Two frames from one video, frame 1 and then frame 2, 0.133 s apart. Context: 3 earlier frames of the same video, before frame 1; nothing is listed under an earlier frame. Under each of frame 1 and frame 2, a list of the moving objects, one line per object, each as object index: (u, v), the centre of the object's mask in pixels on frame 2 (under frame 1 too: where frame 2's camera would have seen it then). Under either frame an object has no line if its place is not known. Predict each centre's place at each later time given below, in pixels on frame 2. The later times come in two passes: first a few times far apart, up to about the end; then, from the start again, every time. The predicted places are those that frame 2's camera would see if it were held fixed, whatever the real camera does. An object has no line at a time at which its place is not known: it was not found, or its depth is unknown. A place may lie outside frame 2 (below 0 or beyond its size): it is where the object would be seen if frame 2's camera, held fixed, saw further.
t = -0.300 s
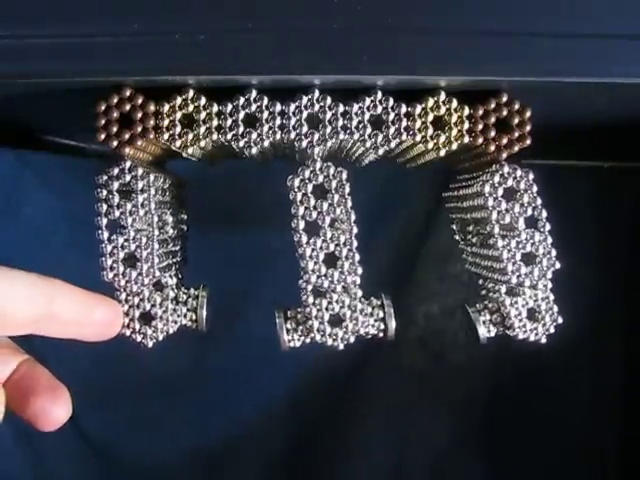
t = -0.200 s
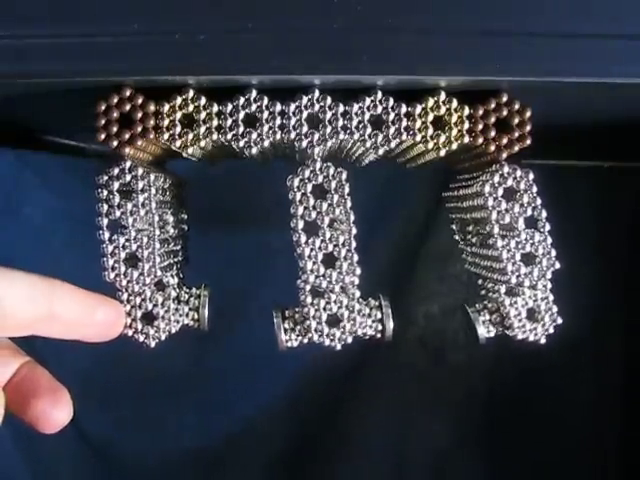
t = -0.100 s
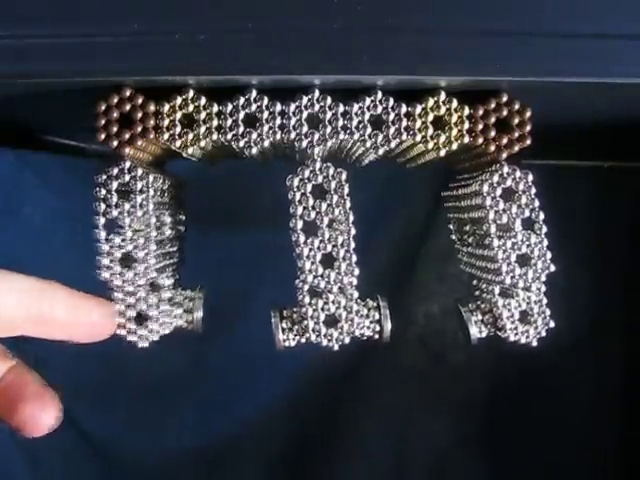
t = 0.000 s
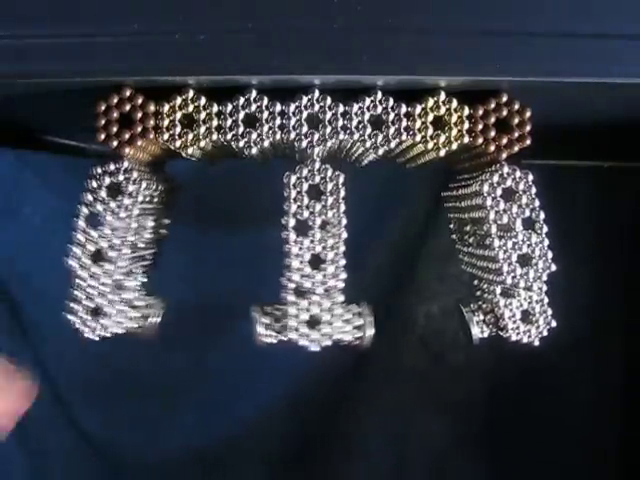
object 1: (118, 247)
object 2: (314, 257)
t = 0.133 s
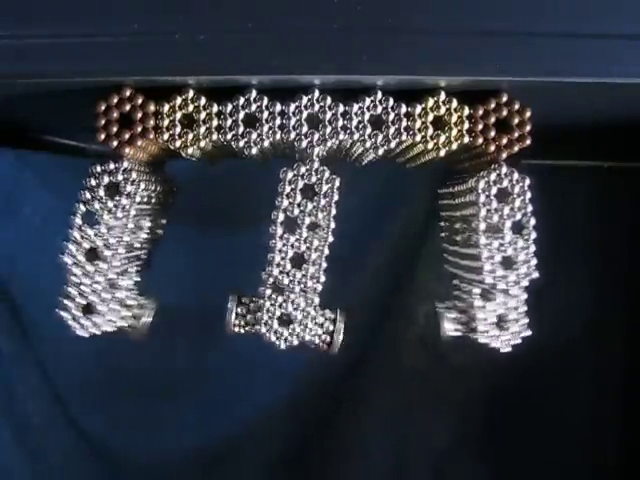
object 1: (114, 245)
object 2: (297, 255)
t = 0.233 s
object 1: (126, 247)
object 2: (307, 257)
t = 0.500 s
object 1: (130, 248)
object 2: (319, 256)
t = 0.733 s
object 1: (108, 242)
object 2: (305, 257)
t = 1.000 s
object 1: (129, 249)
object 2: (325, 256)
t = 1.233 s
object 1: (120, 246)
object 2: (298, 256)
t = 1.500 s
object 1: (132, 248)
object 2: (326, 256)
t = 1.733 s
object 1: (108, 243)
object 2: (304, 256)
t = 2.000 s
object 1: (130, 249)
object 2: (325, 256)
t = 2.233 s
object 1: (123, 246)
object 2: (305, 257)
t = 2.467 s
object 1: (120, 247)
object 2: (313, 258)
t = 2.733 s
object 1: (120, 247)
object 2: (315, 257)
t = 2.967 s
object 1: (125, 247)
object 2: (306, 258)
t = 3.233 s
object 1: (130, 248)
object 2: (318, 256)
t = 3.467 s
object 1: (111, 243)
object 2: (301, 257)
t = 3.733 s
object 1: (129, 249)
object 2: (325, 256)
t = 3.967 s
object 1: (119, 245)
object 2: (297, 256)
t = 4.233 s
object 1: (133, 248)
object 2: (325, 256)
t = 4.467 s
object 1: (111, 243)
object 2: (301, 256)
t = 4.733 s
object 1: (129, 248)
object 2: (325, 256)
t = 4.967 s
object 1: (122, 247)
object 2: (304, 256)
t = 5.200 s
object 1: (124, 247)
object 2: (312, 257)
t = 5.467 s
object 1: (121, 248)
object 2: (311, 256)
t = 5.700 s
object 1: (123, 246)
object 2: (305, 257)
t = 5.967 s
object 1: (131, 249)
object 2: (316, 256)
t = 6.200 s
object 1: (116, 244)
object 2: (299, 257)
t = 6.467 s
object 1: (128, 248)
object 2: (321, 256)
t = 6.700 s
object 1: (118, 244)
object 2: (297, 256)
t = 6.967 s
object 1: (135, 247)
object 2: (323, 257)
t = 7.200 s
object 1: (113, 243)
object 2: (298, 257)
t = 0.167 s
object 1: (120, 247)
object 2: (298, 256)
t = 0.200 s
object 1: (125, 247)
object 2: (302, 257)
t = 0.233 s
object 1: (126, 247)
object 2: (307, 257)
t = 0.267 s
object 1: (126, 247)
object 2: (313, 257)
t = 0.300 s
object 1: (125, 247)
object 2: (315, 256)
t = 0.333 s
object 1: (124, 247)
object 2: (316, 256)
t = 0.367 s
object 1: (123, 247)
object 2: (318, 256)
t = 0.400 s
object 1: (124, 247)
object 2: (319, 256)
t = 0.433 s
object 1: (126, 247)
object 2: (320, 256)
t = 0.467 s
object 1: (128, 248)
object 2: (320, 256)
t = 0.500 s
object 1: (130, 248)
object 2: (319, 256)
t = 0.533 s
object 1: (131, 248)
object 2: (315, 257)
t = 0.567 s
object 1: (130, 248)
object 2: (308, 257)
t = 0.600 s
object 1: (124, 247)
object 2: (302, 256)
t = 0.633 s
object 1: (116, 246)
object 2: (300, 255)
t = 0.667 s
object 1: (109, 243)
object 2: (300, 255)
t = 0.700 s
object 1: (107, 241)
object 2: (302, 256)
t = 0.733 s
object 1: (108, 242)
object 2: (305, 257)
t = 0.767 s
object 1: (114, 246)
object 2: (309, 257)
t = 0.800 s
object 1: (122, 248)
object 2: (313, 257)
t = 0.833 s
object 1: (132, 250)
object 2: (317, 257)
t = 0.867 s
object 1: (140, 250)
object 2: (320, 257)
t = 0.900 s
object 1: (142, 249)
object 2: (323, 256)
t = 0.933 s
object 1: (141, 249)
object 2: (326, 255)
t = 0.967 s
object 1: (136, 249)
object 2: (326, 255)
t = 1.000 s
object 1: (129, 249)
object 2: (325, 256)
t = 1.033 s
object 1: (123, 247)
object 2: (321, 257)
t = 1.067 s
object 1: (118, 246)
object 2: (315, 257)
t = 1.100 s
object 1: (115, 244)
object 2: (309, 257)
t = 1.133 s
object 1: (115, 244)
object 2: (303, 256)
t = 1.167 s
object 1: (117, 245)
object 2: (299, 256)
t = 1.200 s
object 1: (119, 246)
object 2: (297, 256)
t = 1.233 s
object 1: (120, 246)
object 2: (298, 256)
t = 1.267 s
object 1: (120, 246)
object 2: (301, 257)
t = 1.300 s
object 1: (118, 246)
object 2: (303, 256)
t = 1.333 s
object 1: (118, 245)
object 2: (306, 257)
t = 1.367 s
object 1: (118, 246)
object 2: (309, 257)
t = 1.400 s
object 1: (120, 246)
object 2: (313, 257)
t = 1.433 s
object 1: (124, 247)
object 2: (318, 257)
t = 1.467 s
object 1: (128, 248)
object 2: (322, 257)
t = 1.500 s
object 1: (132, 248)
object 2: (326, 256)
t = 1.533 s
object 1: (136, 249)
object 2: (327, 255)
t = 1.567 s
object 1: (137, 249)
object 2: (324, 257)
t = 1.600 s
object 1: (136, 249)
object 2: (318, 258)
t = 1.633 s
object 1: (131, 249)
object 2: (312, 257)
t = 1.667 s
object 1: (123, 249)
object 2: (307, 257)
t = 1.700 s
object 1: (114, 246)
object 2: (305, 257)
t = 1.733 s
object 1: (108, 243)
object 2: (304, 256)
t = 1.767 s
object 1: (105, 241)
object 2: (304, 256)
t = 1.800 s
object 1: (108, 243)
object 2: (305, 256)
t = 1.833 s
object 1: (115, 247)
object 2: (305, 256)
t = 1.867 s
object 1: (124, 249)
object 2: (306, 257)
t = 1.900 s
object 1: (132, 249)
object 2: (309, 257)
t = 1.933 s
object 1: (134, 249)
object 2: (315, 258)
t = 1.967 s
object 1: (133, 249)
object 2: (321, 257)
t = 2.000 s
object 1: (130, 249)
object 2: (325, 256)
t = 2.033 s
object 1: (127, 248)
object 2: (326, 256)
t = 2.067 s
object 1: (124, 246)
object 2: (323, 257)
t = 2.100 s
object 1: (123, 246)
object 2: (319, 257)
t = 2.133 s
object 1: (123, 246)
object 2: (315, 258)
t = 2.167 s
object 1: (124, 246)
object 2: (310, 257)
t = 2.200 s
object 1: (124, 246)
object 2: (307, 257)
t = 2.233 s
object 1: (123, 246)
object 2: (305, 257)
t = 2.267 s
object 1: (121, 246)
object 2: (303, 257)
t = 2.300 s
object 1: (118, 245)
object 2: (300, 256)
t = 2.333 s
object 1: (115, 244)
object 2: (298, 256)
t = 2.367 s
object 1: (113, 244)
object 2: (298, 256)
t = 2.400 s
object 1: (114, 244)
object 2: (301, 256)
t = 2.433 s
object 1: (116, 245)
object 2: (305, 257)
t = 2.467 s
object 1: (120, 247)
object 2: (313, 258)
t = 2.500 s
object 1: (126, 248)
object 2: (320, 257)
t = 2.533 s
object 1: (132, 249)
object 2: (325, 256)
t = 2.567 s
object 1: (138, 249)
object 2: (328, 255)
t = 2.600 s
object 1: (142, 249)
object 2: (326, 256)
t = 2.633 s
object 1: (141, 249)
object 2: (323, 256)
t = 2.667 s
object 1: (137, 250)
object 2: (319, 256)
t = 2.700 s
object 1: (129, 249)
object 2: (317, 256)
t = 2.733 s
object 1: (120, 247)
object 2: (315, 257)
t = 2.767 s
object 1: (113, 245)
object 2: (312, 257)
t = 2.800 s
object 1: (109, 242)
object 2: (307, 257)
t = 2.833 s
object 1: (109, 242)
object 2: (303, 257)
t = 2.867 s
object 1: (114, 245)
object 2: (299, 256)
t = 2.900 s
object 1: (119, 246)
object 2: (297, 255)
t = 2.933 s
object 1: (124, 246)
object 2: (299, 256)
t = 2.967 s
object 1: (125, 247)
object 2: (306, 258)
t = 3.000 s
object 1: (123, 246)
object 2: (314, 257)
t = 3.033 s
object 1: (123, 246)
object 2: (319, 256)
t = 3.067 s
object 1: (123, 246)
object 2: (320, 256)
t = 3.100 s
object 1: (124, 247)
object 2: (320, 256)
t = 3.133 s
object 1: (126, 247)
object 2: (318, 256)
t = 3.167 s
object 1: (129, 247)
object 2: (317, 256)
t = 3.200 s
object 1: (130, 248)
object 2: (317, 256)
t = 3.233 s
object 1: (130, 248)
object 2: (318, 256)
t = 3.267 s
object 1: (128, 247)
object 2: (317, 256)
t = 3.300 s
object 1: (126, 247)
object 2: (312, 257)
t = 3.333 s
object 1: (122, 246)
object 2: (304, 257)
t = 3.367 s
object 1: (117, 246)
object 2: (298, 256)
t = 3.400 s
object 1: (113, 244)
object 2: (295, 255)
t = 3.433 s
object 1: (111, 242)
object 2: (297, 256)
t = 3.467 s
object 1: (111, 243)
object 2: (301, 257)
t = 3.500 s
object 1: (115, 244)
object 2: (308, 257)
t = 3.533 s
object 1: (120, 247)
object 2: (314, 257)
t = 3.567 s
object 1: (128, 249)
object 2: (318, 256)
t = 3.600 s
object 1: (136, 249)
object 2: (320, 256)
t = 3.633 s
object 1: (140, 249)
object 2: (320, 257)
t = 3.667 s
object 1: (140, 249)
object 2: (321, 256)
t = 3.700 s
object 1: (135, 249)
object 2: (324, 256)
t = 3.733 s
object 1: (129, 249)
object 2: (325, 256)
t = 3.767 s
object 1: (123, 247)
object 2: (324, 256)
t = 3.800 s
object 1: (119, 245)
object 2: (319, 257)
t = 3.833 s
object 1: (117, 245)
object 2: (312, 258)
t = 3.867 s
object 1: (117, 245)
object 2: (304, 258)
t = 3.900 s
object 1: (119, 245)
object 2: (297, 256)
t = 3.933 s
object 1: (120, 245)
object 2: (295, 255)
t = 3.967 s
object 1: (119, 245)
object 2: (297, 256)
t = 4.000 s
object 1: (117, 245)
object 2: (301, 257)
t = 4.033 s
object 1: (116, 244)
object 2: (306, 257)
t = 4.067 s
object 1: (117, 244)
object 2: (309, 256)
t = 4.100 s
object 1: (120, 246)
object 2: (310, 256)
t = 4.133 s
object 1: (124, 247)
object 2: (312, 257)
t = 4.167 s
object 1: (128, 247)
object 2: (315, 257)
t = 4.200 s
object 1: (131, 248)
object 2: (320, 257)
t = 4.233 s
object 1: (133, 248)
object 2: (325, 256)
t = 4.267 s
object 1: (133, 248)
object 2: (328, 255)
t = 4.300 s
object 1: (133, 248)
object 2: (326, 256)
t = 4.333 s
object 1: (132, 248)
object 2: (320, 257)
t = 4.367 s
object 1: (129, 248)
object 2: (311, 258)
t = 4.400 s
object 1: (123, 247)
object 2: (304, 256)
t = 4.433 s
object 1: (117, 246)
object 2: (301, 256)
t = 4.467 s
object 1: (111, 243)
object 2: (301, 256)
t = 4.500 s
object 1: (109, 241)
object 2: (303, 256)
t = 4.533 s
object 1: (110, 242)
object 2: (305, 256)
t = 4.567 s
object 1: (115, 245)
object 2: (306, 256)
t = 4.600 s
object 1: (123, 247)
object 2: (307, 256)
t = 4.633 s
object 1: (130, 248)
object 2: (308, 256)
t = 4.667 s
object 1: (132, 248)
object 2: (312, 257)
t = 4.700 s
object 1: (132, 248)
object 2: (319, 257)
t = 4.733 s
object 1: (129, 248)
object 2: (325, 256)
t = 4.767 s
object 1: (126, 247)
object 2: (328, 255)
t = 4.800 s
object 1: (124, 247)
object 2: (328, 255)
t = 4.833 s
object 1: (124, 247)
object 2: (324, 256)
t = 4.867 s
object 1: (125, 247)
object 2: (317, 257)
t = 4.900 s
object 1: (126, 247)
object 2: (310, 257)
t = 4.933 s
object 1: (126, 247)
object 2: (305, 256)
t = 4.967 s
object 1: (122, 247)
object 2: (304, 256)
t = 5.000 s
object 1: (117, 246)
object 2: (304, 256)
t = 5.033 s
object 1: (114, 244)
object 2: (303, 256)
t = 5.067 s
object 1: (112, 243)
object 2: (301, 256)
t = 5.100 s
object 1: (114, 244)
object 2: (300, 256)
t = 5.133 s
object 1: (117, 245)
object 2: (301, 255)
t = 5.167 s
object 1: (121, 246)
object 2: (304, 257)
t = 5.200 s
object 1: (124, 247)
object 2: (312, 257)
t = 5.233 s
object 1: (128, 247)
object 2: (320, 257)
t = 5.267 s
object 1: (131, 248)
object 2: (327, 256)
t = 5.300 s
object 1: (134, 249)
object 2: (330, 255)
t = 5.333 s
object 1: (136, 248)
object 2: (328, 255)
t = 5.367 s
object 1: (136, 248)
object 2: (322, 257)
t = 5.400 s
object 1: (133, 249)
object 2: (316, 257)
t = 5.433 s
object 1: (128, 249)
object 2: (313, 256)
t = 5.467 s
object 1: (121, 248)
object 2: (311, 256)
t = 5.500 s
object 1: (115, 245)
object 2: (310, 256)
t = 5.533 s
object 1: (111, 243)
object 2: (308, 256)
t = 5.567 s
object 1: (111, 243)
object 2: (304, 256)
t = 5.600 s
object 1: (115, 245)
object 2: (299, 256)
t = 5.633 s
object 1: (119, 246)
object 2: (297, 255)
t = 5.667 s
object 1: (122, 246)
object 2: (299, 256)
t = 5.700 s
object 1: (123, 246)
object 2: (305, 257)
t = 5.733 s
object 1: (123, 246)
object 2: (314, 257)
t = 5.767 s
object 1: (122, 246)
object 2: (321, 257)
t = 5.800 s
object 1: (123, 246)
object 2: (324, 255)
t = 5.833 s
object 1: (126, 247)
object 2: (324, 255)
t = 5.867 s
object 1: (130, 248)
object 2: (321, 256)
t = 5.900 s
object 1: (133, 248)
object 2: (318, 256)
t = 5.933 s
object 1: (133, 248)
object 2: (316, 256)
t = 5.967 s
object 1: (131, 249)
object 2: (316, 256)
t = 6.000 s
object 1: (127, 248)
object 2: (316, 256)
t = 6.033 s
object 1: (122, 247)
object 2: (313, 257)
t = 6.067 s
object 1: (118, 245)
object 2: (306, 258)
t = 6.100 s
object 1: (115, 244)
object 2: (299, 257)
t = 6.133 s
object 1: (114, 244)
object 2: (295, 255)
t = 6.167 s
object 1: (114, 244)
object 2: (295, 255)
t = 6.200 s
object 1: (116, 244)
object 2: (299, 257)
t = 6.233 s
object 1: (119, 245)
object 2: (306, 258)
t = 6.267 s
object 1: (123, 247)
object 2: (315, 258)
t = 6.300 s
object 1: (128, 248)
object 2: (320, 256)
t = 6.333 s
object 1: (132, 248)
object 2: (321, 256)
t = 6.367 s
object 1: (136, 248)
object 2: (319, 256)
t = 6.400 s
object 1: (136, 248)
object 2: (319, 256)
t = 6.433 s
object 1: (133, 249)
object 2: (320, 256)
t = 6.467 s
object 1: (128, 248)
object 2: (321, 256)
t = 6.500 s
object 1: (123, 247)
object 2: (321, 255)
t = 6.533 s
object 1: (120, 245)
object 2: (319, 256)
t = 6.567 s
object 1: (119, 245)
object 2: (313, 258)
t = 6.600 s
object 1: (120, 244)
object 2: (304, 257)
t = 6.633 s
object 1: (121, 245)
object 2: (297, 256)
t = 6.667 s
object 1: (120, 245)
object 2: (295, 255)
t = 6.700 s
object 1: (118, 244)
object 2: (297, 256)
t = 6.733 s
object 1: (115, 244)
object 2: (302, 256)
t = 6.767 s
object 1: (114, 244)
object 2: (308, 257)
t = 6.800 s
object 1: (117, 244)
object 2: (313, 256)
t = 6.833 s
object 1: (121, 246)
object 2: (315, 257)
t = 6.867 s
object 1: (128, 247)
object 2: (316, 257)
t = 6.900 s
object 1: (133, 246)
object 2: (316, 257)
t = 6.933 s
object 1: (136, 246)
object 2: (319, 256)
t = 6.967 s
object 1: (135, 247)
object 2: (323, 257)
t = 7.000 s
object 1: (133, 247)
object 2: (326, 255)
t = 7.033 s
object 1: (131, 247)
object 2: (325, 256)
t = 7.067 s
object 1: (126, 251)
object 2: (319, 262)
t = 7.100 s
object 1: (123, 250)
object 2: (310, 266)
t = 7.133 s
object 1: (118, 250)
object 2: (302, 262)
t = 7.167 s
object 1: (117, 243)
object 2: (298, 258)
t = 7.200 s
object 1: (113, 243)
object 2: (298, 257)
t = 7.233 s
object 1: (112, 242)
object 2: (300, 257)
